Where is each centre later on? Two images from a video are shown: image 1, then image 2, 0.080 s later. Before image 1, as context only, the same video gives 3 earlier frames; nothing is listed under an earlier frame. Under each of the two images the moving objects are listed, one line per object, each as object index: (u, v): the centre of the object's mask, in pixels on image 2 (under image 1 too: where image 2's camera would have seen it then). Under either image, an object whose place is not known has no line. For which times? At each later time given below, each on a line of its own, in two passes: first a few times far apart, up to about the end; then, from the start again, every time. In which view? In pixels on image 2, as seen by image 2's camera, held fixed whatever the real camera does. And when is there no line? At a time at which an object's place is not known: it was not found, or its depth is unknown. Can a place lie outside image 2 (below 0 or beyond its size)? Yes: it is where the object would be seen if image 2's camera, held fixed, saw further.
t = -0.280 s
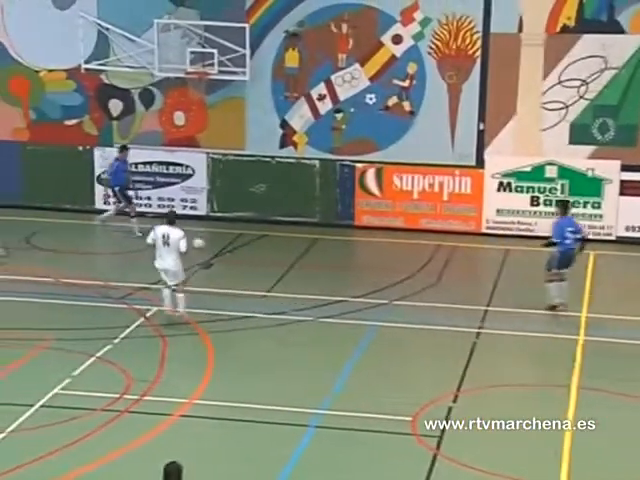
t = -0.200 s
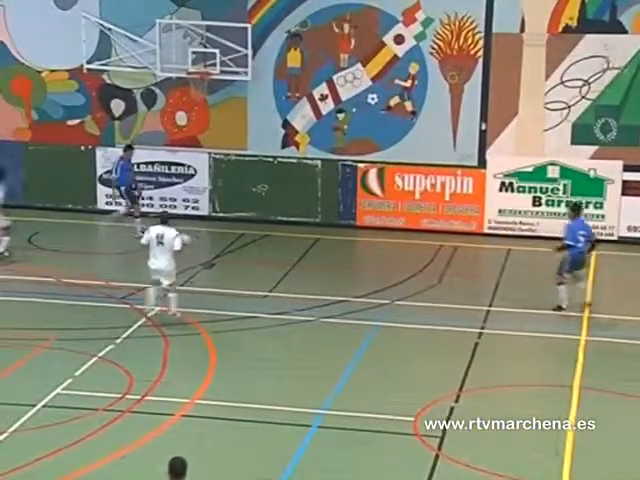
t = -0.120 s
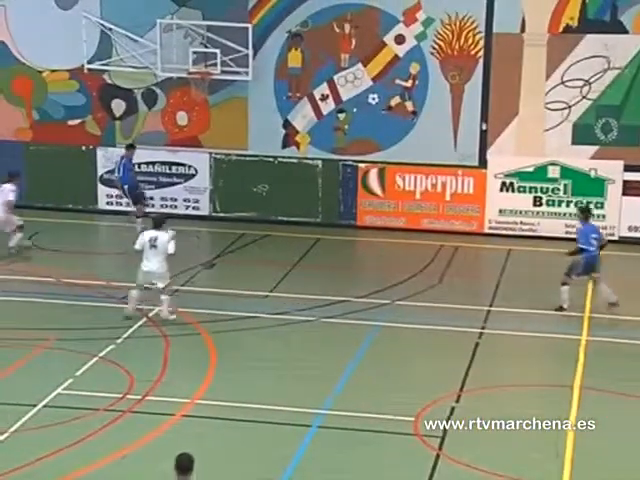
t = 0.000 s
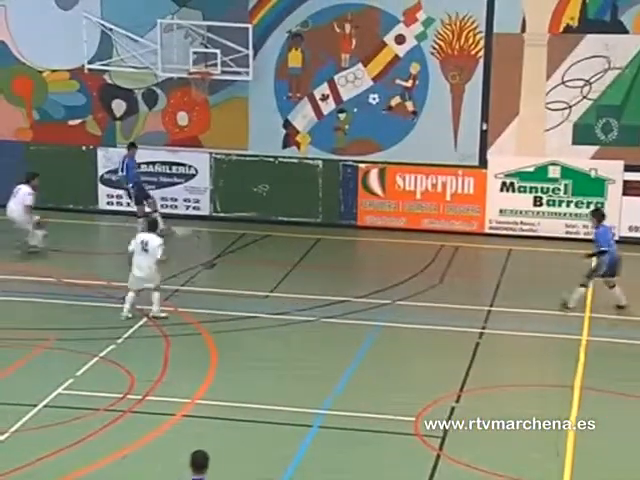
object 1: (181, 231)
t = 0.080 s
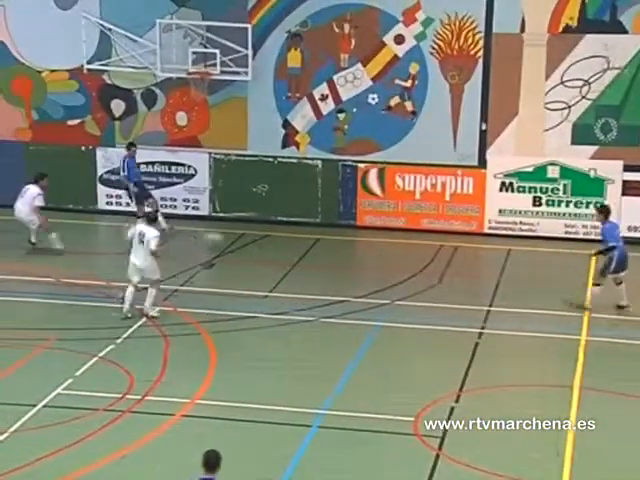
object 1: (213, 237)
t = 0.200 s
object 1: (266, 251)
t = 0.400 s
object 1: (348, 271)
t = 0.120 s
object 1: (232, 241)
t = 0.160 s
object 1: (249, 245)
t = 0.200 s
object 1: (266, 251)
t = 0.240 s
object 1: (284, 257)
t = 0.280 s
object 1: (302, 261)
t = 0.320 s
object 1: (317, 263)
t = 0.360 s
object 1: (332, 266)
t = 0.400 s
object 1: (348, 271)
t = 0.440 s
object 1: (364, 276)
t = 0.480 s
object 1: (381, 280)
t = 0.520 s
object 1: (396, 282)
